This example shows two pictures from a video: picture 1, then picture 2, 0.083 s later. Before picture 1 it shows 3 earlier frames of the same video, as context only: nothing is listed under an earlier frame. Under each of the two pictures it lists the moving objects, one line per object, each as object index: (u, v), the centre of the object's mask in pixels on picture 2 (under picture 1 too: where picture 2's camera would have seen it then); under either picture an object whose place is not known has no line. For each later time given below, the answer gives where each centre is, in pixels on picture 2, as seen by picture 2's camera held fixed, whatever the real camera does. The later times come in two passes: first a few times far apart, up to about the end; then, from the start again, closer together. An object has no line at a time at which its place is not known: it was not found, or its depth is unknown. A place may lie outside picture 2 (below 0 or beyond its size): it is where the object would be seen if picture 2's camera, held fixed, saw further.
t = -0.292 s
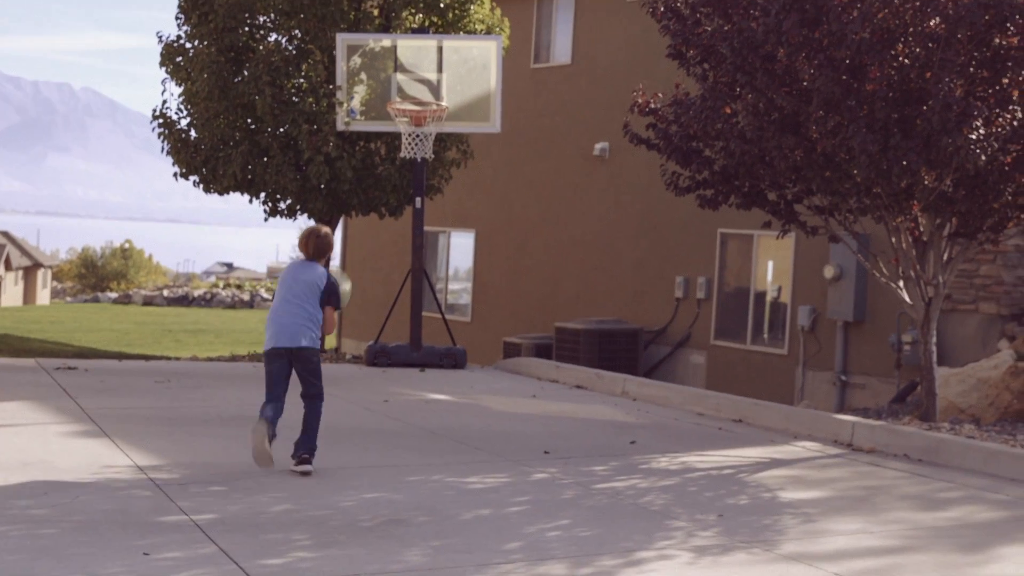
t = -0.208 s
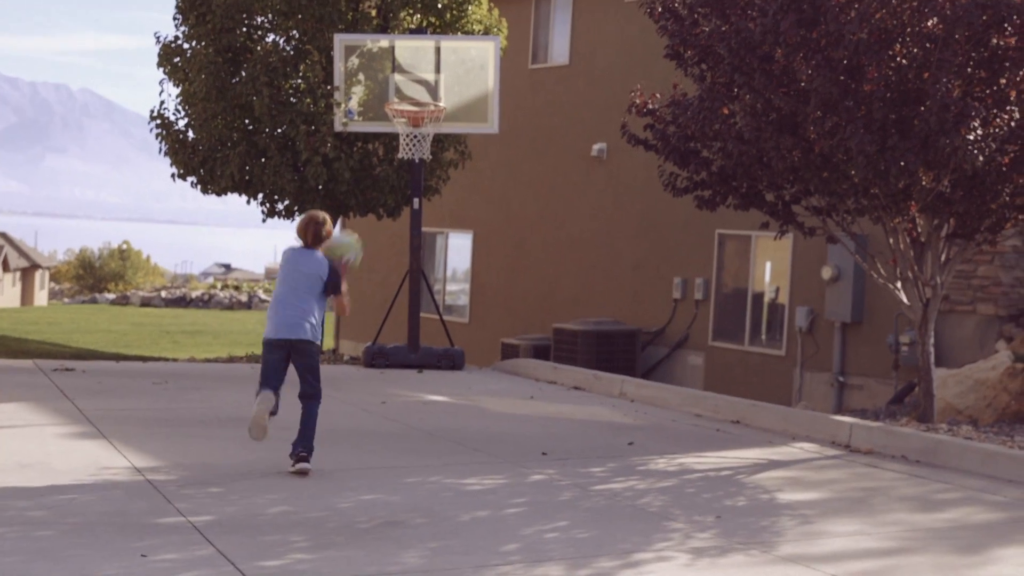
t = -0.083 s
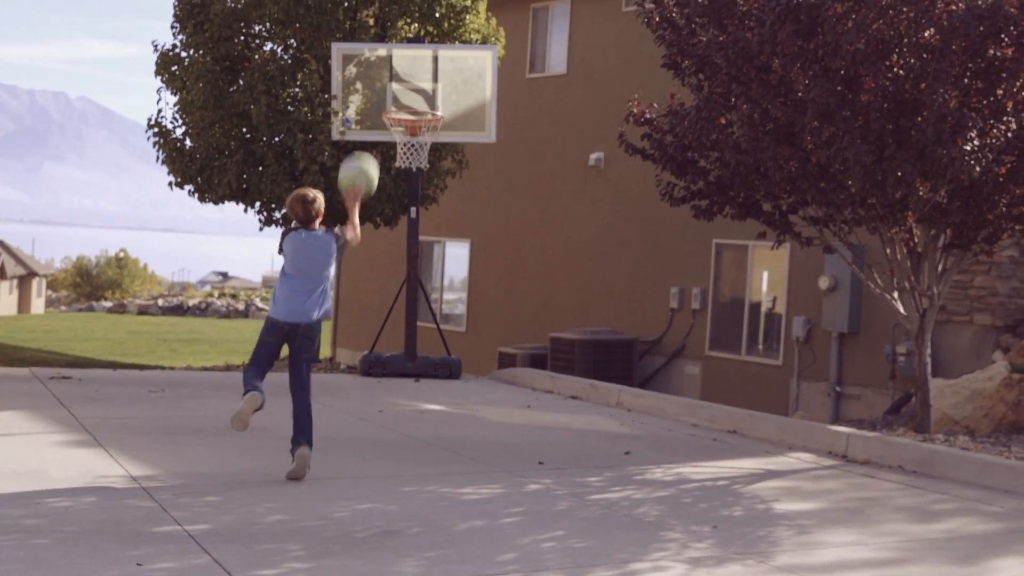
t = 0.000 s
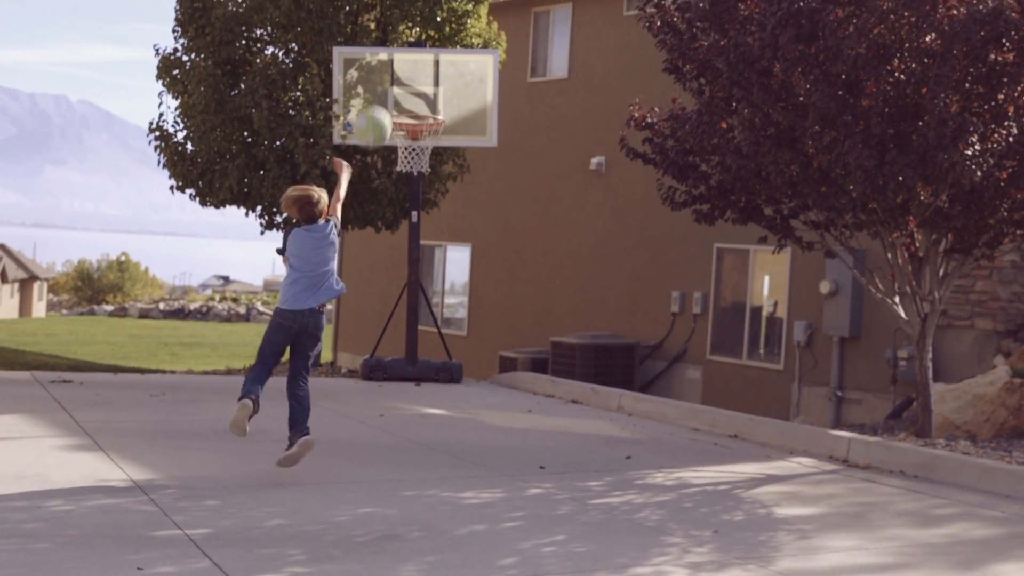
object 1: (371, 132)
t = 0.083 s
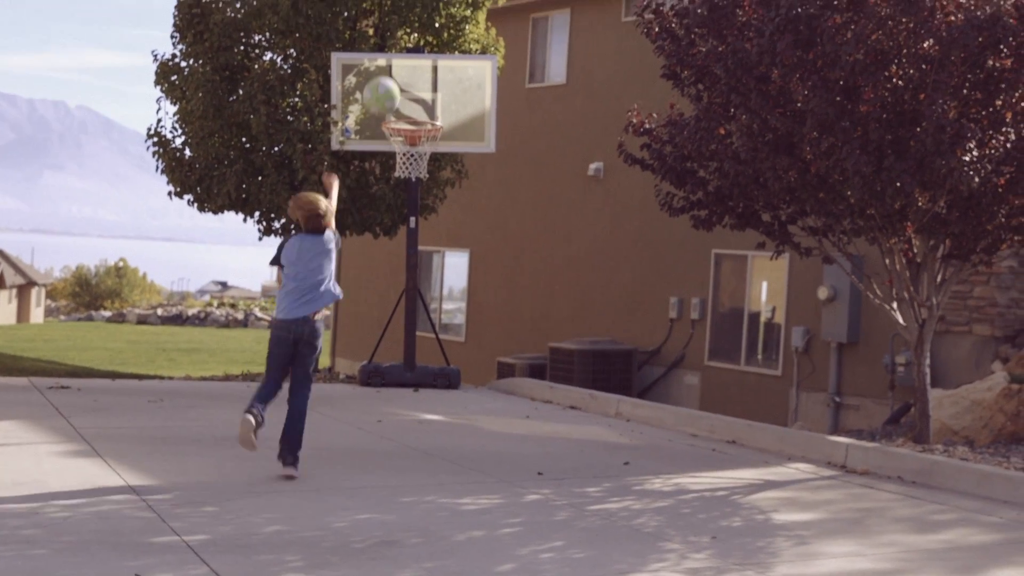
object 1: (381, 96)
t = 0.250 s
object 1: (399, 62)
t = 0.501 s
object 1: (417, 88)
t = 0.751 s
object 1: (426, 180)
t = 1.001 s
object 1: (475, 291)
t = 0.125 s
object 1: (386, 83)
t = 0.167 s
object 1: (390, 73)
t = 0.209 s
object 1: (395, 66)
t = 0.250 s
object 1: (399, 62)
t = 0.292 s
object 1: (402, 60)
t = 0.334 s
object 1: (406, 61)
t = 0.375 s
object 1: (408, 65)
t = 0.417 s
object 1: (411, 71)
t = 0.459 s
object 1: (413, 79)
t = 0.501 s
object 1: (417, 88)
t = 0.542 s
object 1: (419, 100)
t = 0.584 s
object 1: (422, 113)
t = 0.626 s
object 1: (423, 129)
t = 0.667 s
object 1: (425, 145)
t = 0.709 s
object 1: (425, 163)
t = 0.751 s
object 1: (426, 180)
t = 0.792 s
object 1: (427, 198)
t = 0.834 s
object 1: (428, 217)
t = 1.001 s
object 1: (475, 291)
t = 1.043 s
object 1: (487, 312)
